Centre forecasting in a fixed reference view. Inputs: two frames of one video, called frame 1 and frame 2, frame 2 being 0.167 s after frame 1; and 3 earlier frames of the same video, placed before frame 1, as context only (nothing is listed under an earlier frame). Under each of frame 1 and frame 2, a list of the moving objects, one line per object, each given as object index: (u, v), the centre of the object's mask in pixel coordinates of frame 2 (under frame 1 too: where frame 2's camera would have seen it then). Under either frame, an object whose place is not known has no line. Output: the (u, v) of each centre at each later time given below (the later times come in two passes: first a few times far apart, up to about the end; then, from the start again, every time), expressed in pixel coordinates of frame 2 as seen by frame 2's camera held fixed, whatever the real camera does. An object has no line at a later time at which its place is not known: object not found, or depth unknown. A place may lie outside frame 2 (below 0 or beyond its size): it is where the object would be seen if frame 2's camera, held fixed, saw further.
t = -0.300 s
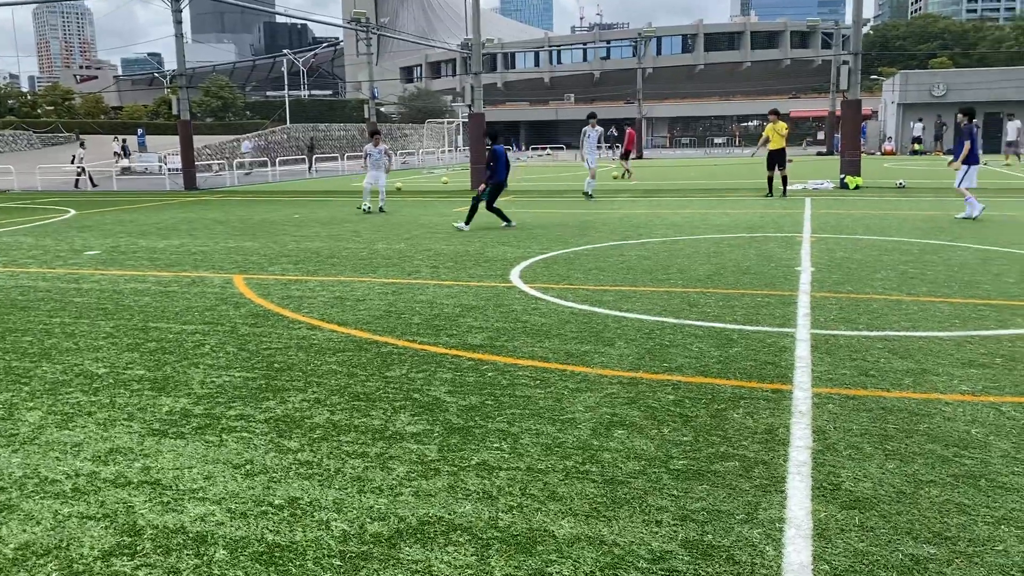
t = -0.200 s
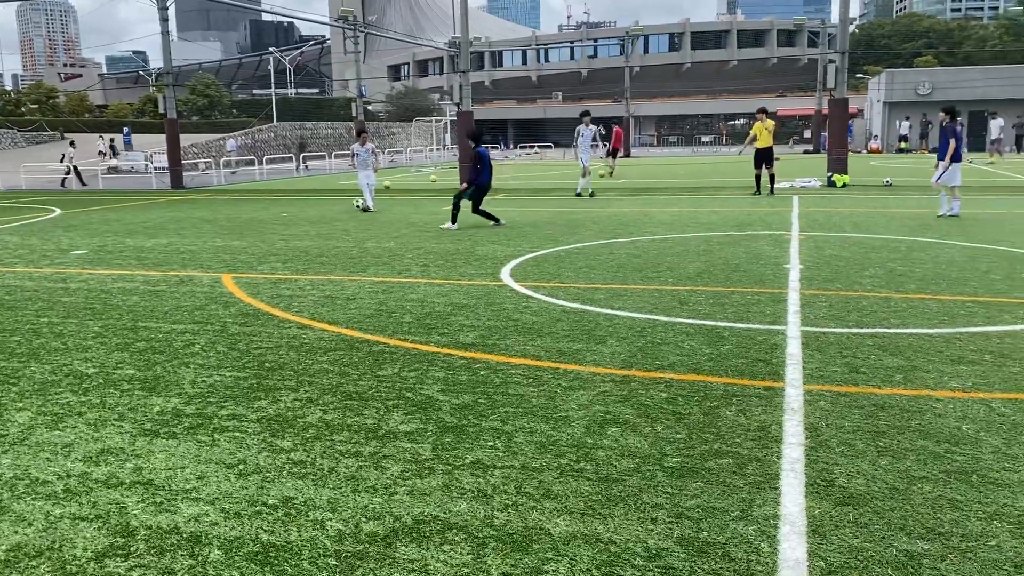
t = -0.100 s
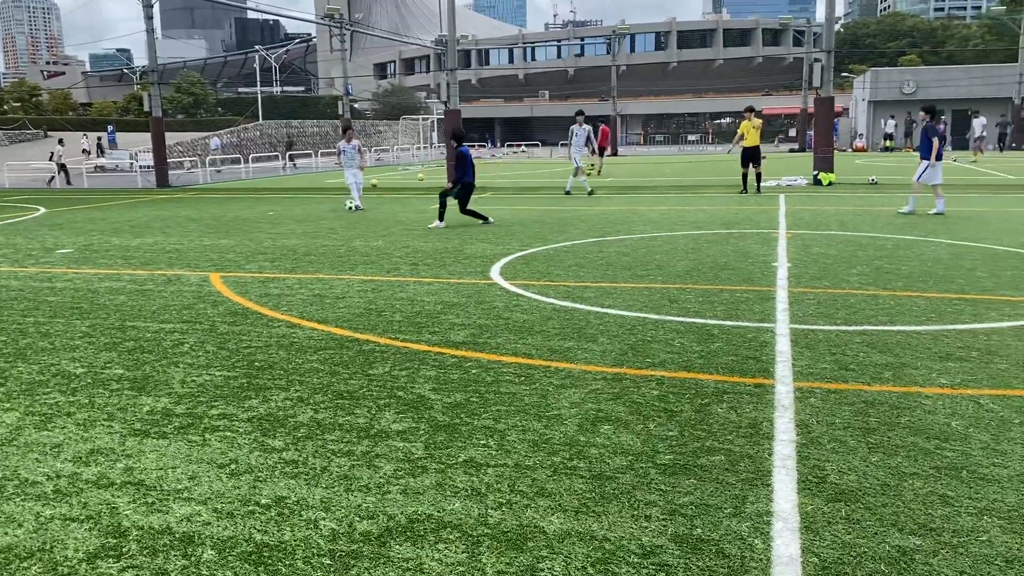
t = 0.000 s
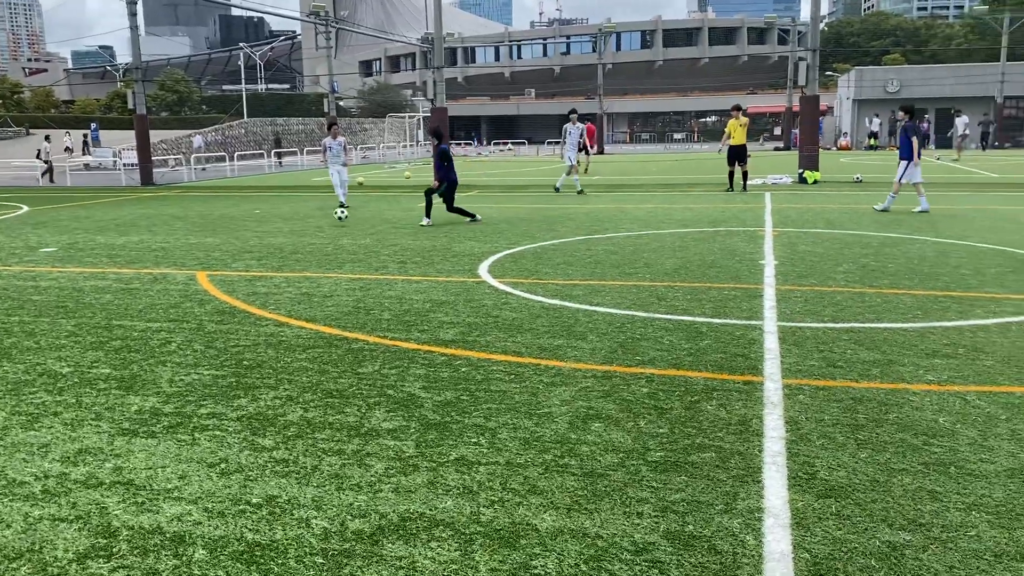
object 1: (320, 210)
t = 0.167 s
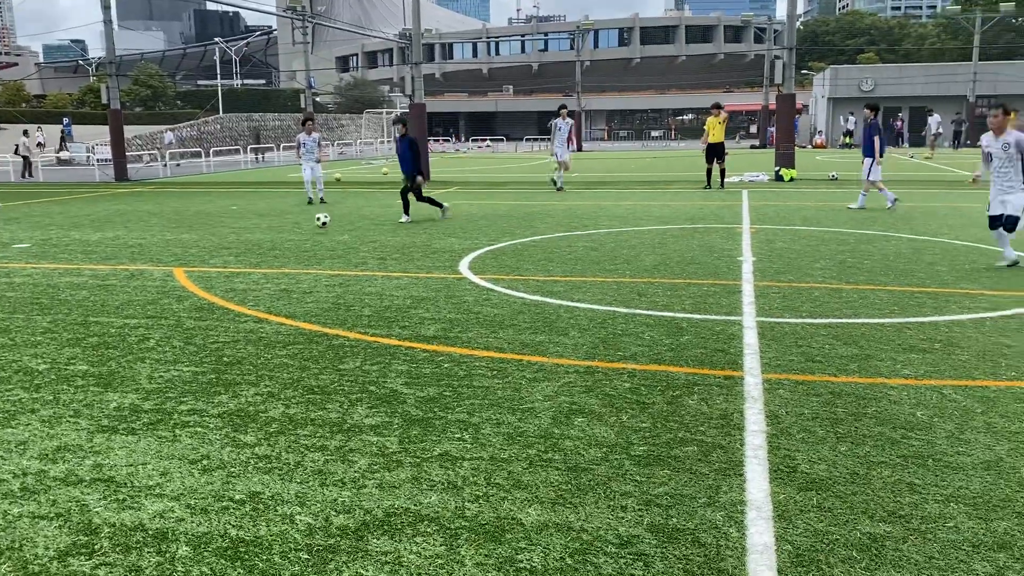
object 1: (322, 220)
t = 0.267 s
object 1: (324, 230)
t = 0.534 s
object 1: (324, 252)
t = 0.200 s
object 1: (323, 222)
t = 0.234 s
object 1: (324, 226)
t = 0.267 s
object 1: (324, 230)
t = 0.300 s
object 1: (324, 236)
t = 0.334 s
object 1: (324, 238)
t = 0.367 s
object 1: (325, 240)
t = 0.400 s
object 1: (324, 243)
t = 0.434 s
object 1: (323, 244)
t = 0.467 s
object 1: (324, 250)
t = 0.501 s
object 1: (324, 251)
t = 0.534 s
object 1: (324, 252)
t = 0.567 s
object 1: (324, 256)
